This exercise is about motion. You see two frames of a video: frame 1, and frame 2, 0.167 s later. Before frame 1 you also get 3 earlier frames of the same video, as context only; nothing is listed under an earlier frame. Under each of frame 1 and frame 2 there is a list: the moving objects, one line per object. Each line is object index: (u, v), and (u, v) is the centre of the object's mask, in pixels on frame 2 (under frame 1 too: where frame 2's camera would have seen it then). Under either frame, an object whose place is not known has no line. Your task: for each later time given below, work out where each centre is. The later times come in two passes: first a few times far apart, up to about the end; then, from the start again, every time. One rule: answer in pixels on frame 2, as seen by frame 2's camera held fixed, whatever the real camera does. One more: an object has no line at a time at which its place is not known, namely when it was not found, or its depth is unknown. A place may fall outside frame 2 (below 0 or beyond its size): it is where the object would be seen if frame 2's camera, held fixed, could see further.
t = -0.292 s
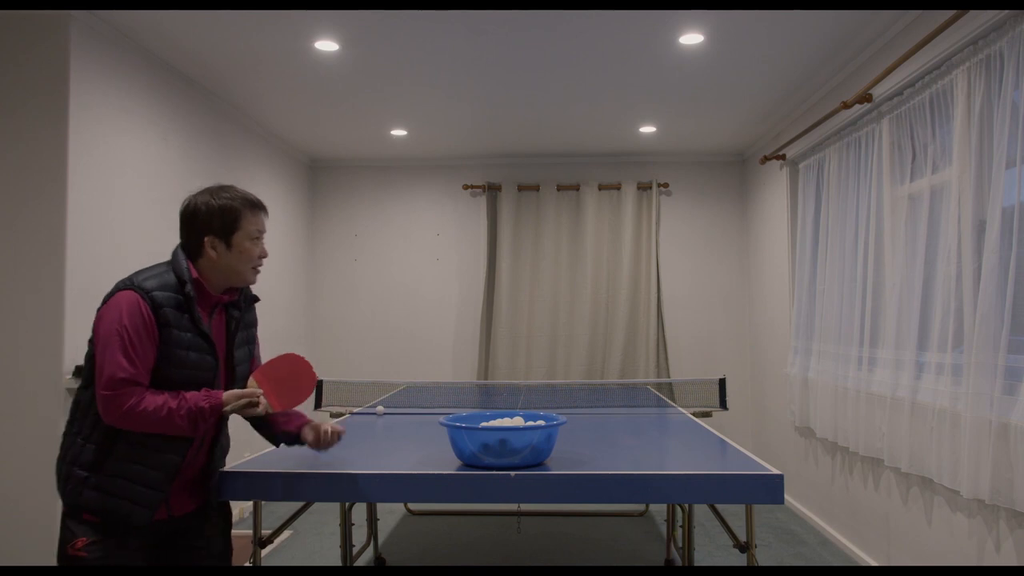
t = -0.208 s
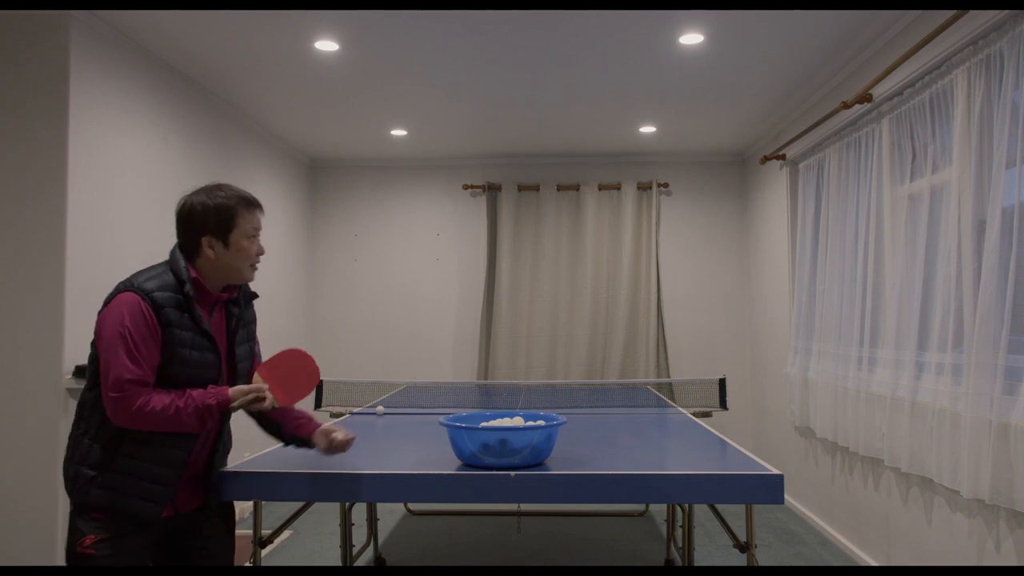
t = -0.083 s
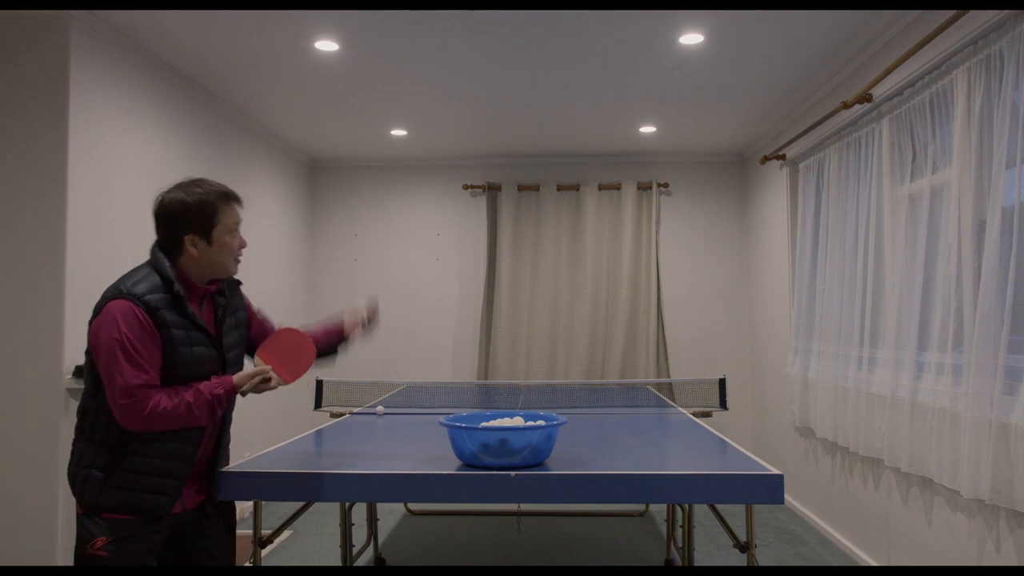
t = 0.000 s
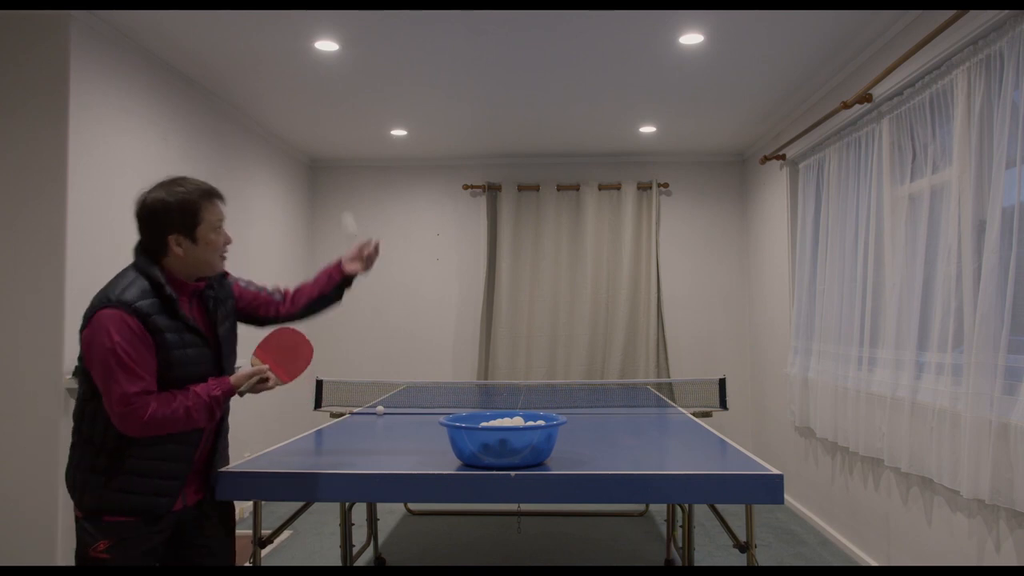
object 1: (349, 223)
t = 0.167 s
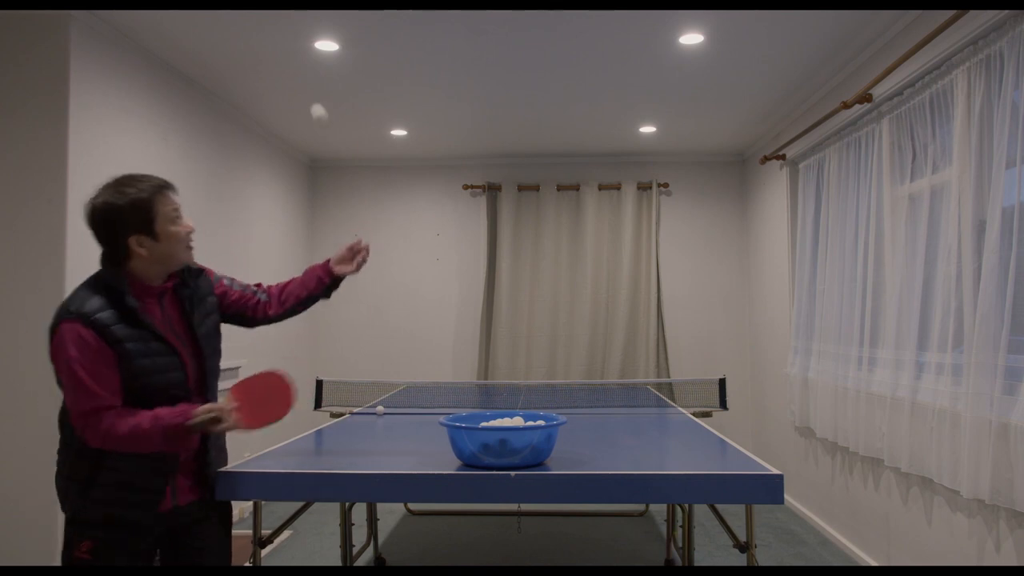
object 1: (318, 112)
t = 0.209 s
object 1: (311, 97)
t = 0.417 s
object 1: (265, 118)
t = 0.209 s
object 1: (311, 97)
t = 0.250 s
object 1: (303, 89)
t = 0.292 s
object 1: (294, 85)
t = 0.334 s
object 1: (286, 87)
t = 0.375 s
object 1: (274, 101)
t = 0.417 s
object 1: (265, 118)
